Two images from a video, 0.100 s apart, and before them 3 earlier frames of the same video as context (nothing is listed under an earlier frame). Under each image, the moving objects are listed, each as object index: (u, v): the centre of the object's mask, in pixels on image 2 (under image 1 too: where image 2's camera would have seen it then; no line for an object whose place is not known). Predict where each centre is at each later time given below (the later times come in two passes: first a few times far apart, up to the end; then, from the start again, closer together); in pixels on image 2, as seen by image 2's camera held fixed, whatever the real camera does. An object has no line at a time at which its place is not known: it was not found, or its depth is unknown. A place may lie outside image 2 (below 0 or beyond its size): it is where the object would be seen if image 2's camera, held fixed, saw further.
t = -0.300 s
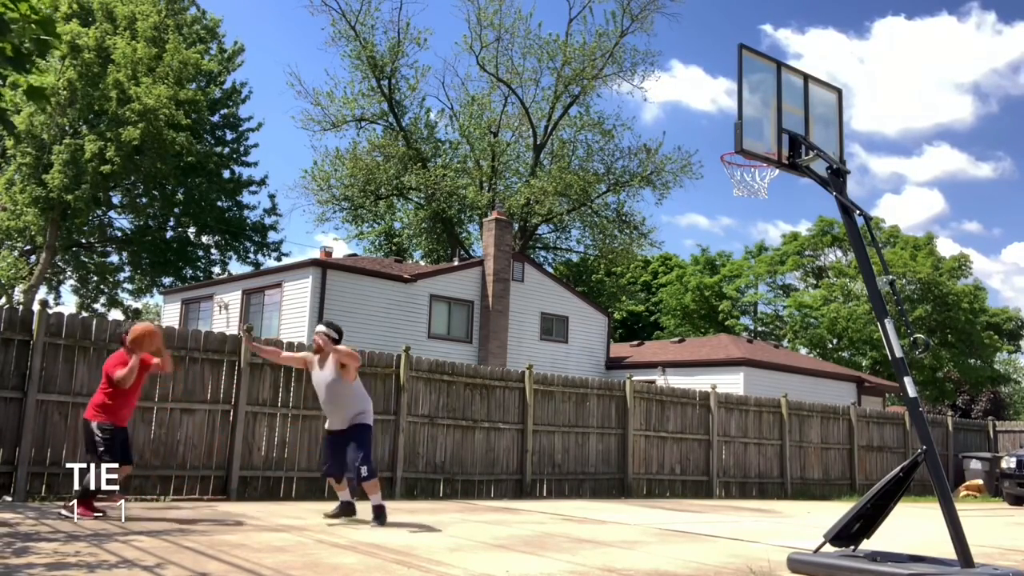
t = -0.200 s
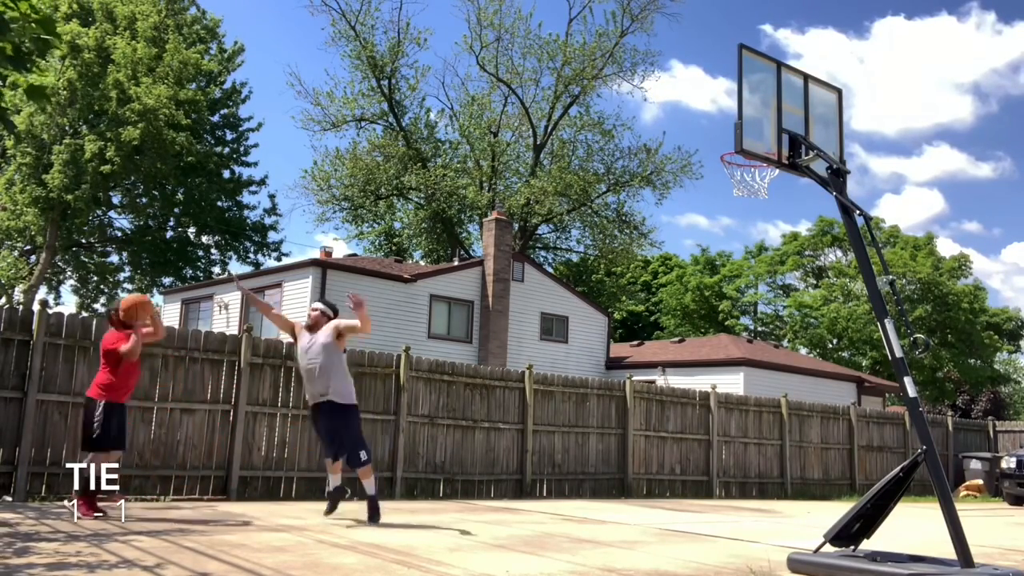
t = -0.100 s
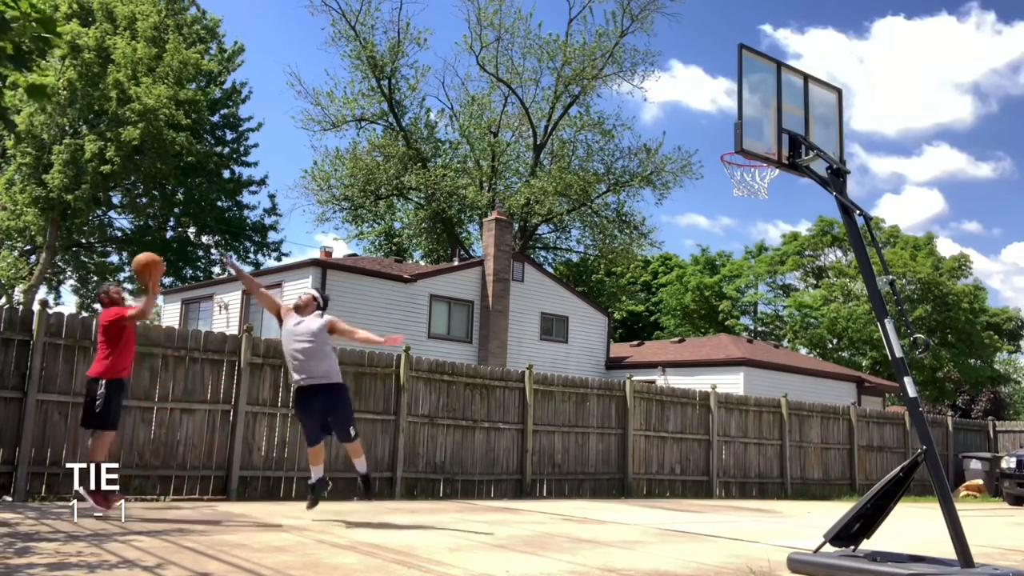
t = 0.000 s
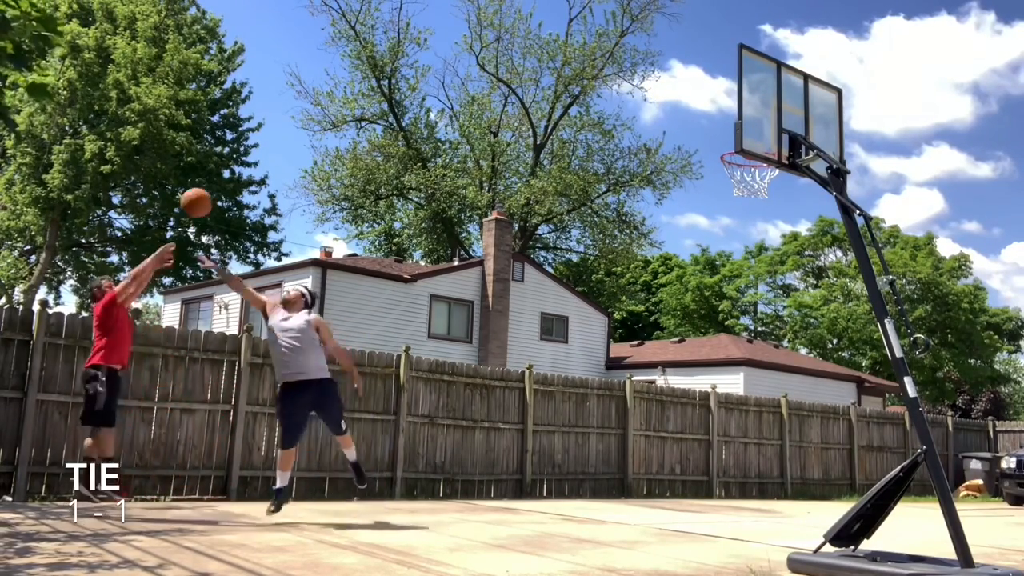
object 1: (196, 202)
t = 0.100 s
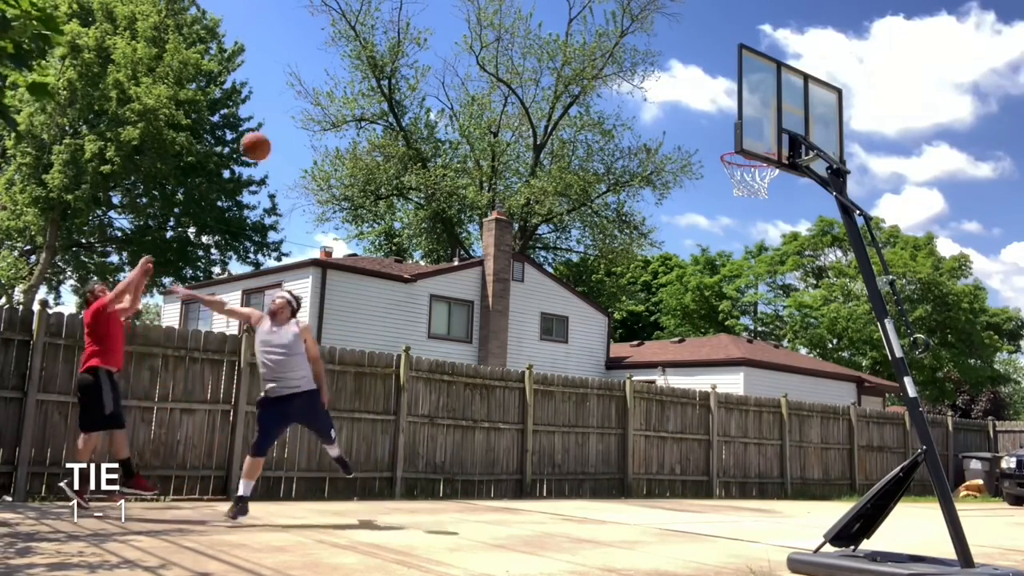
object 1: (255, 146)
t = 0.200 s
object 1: (312, 101)
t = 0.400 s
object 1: (418, 43)
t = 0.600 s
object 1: (521, 29)
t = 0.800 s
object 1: (622, 58)
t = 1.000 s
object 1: (722, 135)
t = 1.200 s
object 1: (768, 181)
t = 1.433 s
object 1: (754, 222)
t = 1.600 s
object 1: (743, 291)
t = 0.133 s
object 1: (275, 130)
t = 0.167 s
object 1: (293, 115)
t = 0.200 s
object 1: (312, 101)
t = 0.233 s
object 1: (331, 88)
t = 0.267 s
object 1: (348, 77)
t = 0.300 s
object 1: (366, 66)
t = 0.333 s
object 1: (384, 58)
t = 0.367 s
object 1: (401, 50)
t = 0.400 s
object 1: (418, 43)
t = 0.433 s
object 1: (436, 38)
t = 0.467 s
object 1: (453, 34)
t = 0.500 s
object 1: (470, 32)
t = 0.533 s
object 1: (487, 30)
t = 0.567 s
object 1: (504, 29)
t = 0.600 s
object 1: (521, 29)
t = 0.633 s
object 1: (538, 31)
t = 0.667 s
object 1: (555, 34)
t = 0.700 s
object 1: (571, 38)
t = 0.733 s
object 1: (589, 44)
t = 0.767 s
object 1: (604, 50)
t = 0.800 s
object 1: (622, 58)
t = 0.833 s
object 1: (639, 67)
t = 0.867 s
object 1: (655, 79)
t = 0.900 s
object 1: (672, 91)
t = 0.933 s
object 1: (690, 104)
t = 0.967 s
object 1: (707, 119)
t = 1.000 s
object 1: (722, 135)
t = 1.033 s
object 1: (739, 157)
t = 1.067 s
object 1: (759, 173)
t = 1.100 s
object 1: (773, 183)
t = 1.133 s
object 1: (772, 182)
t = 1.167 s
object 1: (770, 180)
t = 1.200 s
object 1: (768, 181)
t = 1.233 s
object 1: (766, 182)
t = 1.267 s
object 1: (765, 186)
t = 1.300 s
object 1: (763, 191)
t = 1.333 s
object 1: (761, 196)
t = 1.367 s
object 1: (759, 203)
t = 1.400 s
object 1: (756, 212)
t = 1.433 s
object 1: (754, 222)
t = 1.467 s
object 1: (752, 233)
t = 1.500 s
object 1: (751, 245)
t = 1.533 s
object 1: (749, 259)
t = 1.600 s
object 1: (743, 291)
